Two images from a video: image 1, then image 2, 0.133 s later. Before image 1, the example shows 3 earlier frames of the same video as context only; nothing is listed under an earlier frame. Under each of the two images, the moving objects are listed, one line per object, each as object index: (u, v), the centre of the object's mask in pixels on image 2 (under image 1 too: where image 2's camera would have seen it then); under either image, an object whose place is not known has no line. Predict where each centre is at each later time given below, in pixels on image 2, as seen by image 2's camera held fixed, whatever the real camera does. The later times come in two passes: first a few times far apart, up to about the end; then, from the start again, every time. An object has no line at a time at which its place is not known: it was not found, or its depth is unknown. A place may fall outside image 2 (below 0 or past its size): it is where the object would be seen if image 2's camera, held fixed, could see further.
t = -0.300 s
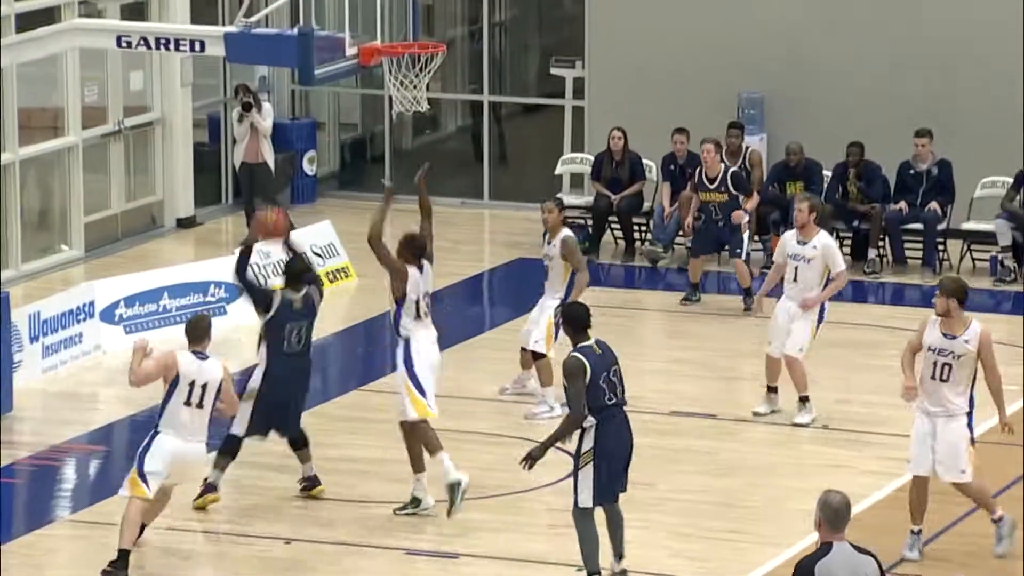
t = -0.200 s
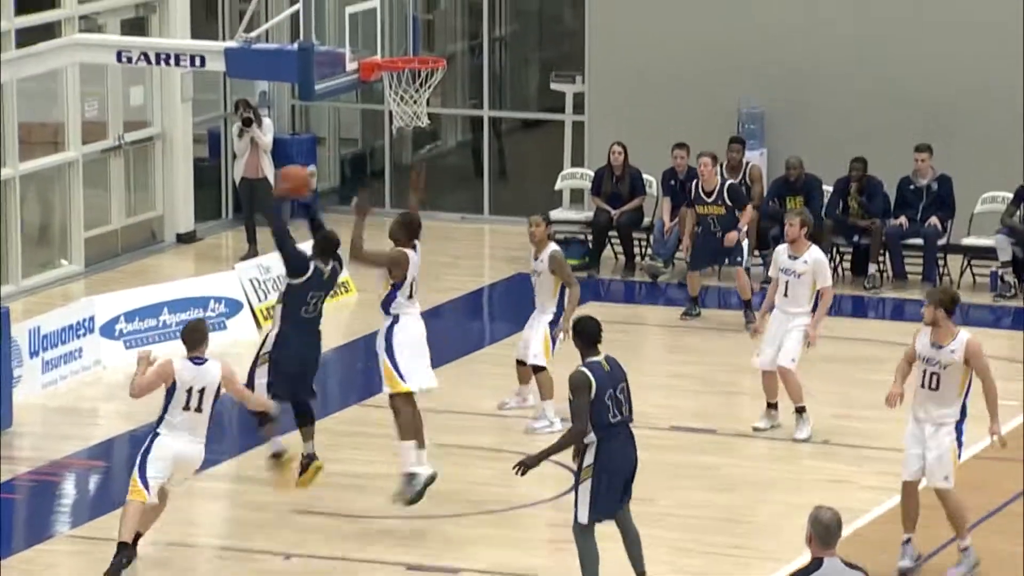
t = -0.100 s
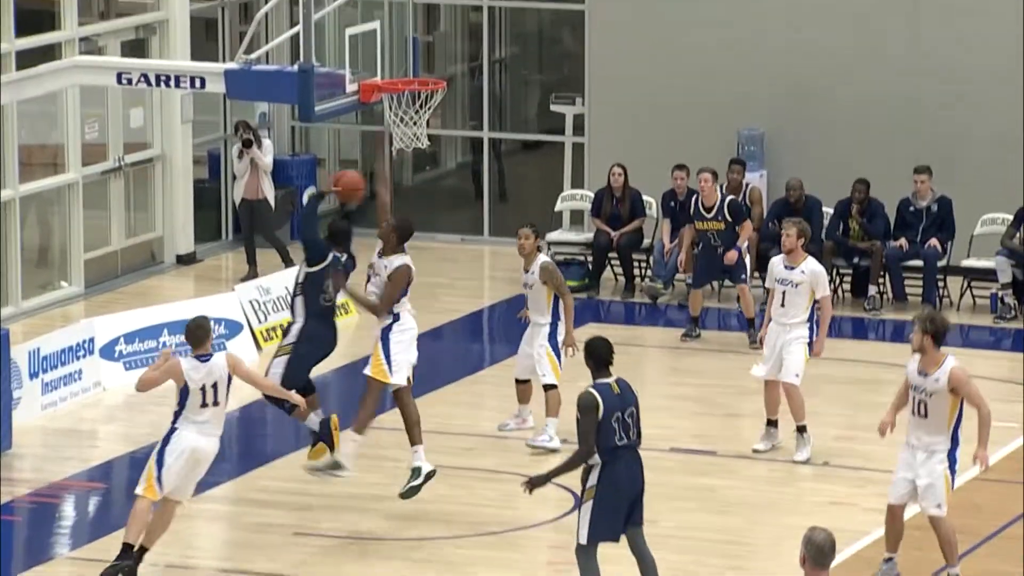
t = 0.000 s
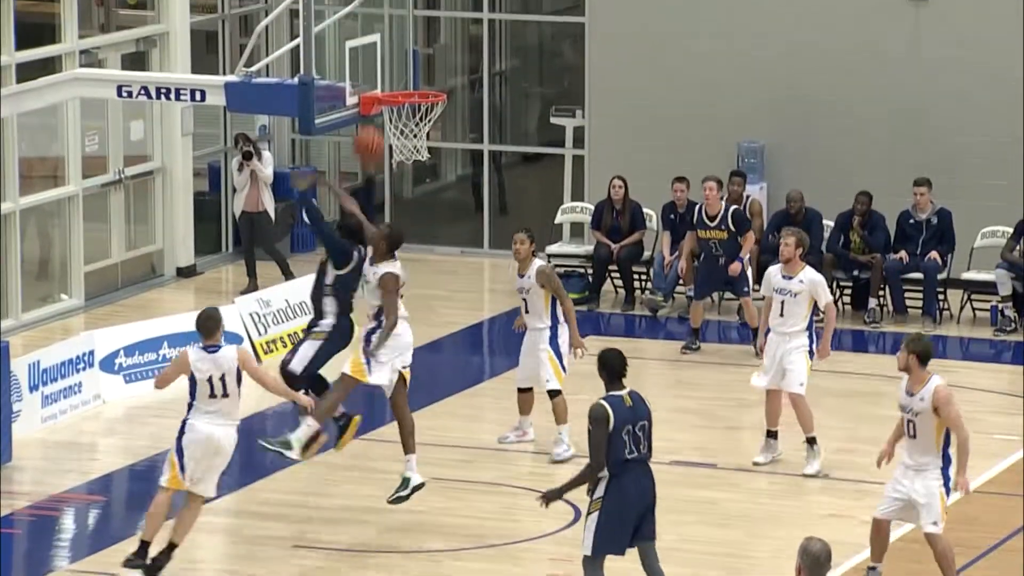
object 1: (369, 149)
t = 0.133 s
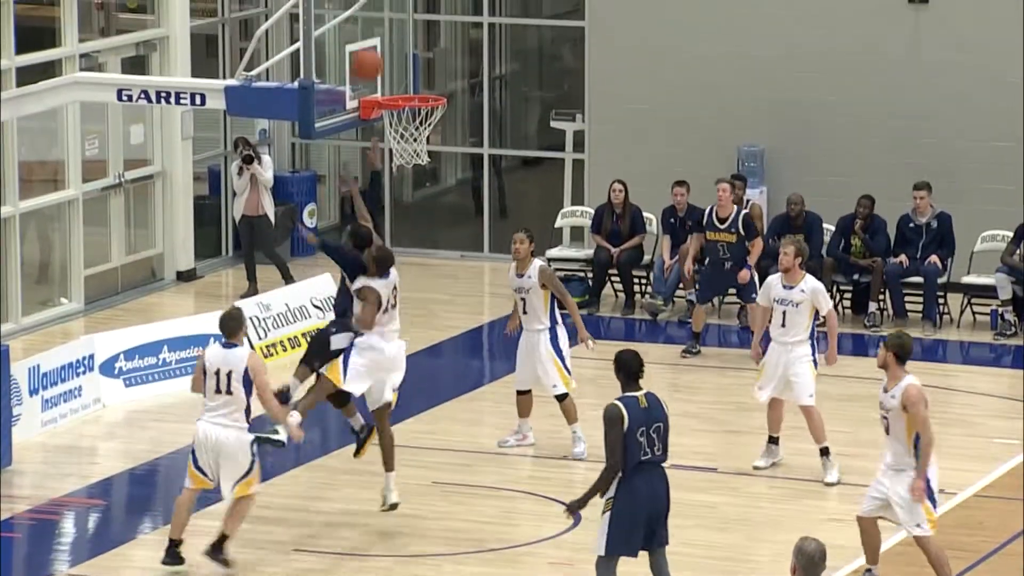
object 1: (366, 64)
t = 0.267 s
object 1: (371, 14)
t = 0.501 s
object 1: (408, 18)
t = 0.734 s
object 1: (447, 91)
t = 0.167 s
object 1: (366, 47)
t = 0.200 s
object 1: (365, 32)
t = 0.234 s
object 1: (366, 20)
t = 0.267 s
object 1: (371, 14)
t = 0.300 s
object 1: (376, 10)
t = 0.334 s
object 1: (381, 8)
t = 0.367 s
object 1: (387, 7)
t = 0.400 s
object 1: (392, 8)
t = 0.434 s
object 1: (397, 10)
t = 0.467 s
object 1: (403, 14)
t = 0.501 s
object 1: (408, 18)
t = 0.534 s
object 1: (414, 25)
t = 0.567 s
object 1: (418, 34)
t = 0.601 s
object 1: (425, 44)
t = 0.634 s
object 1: (430, 54)
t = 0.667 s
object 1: (434, 66)
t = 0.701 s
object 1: (440, 80)
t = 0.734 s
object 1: (447, 91)
